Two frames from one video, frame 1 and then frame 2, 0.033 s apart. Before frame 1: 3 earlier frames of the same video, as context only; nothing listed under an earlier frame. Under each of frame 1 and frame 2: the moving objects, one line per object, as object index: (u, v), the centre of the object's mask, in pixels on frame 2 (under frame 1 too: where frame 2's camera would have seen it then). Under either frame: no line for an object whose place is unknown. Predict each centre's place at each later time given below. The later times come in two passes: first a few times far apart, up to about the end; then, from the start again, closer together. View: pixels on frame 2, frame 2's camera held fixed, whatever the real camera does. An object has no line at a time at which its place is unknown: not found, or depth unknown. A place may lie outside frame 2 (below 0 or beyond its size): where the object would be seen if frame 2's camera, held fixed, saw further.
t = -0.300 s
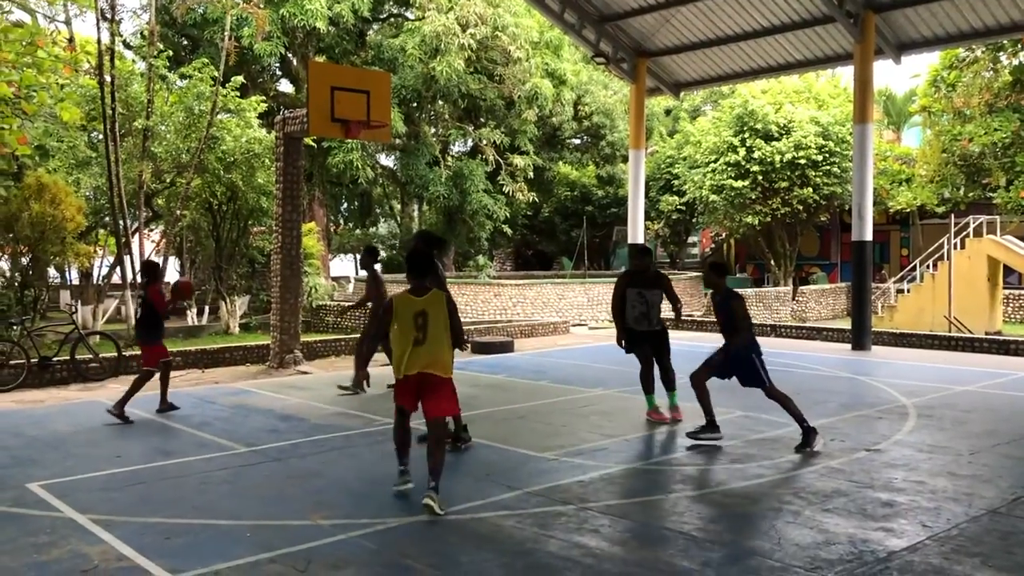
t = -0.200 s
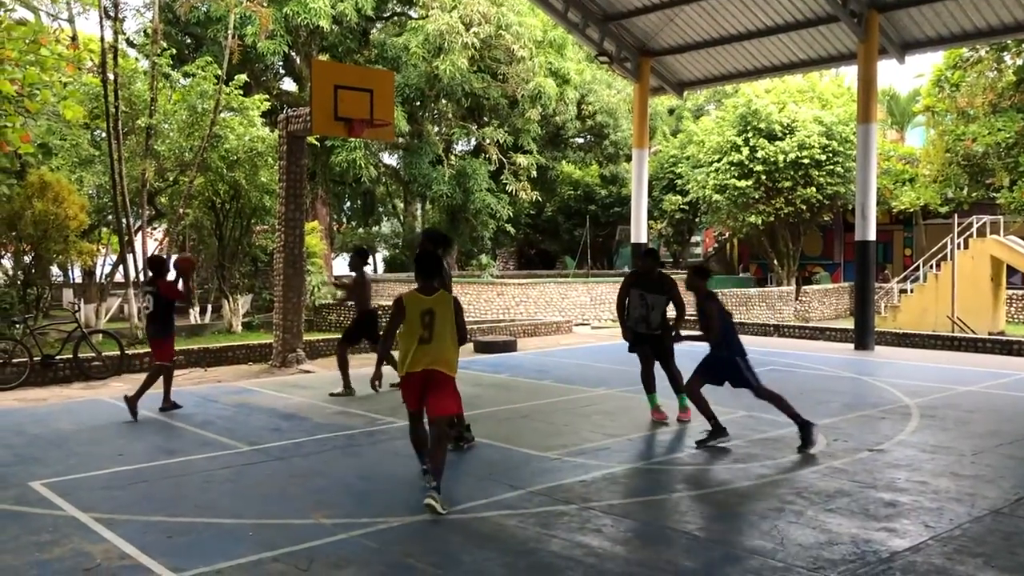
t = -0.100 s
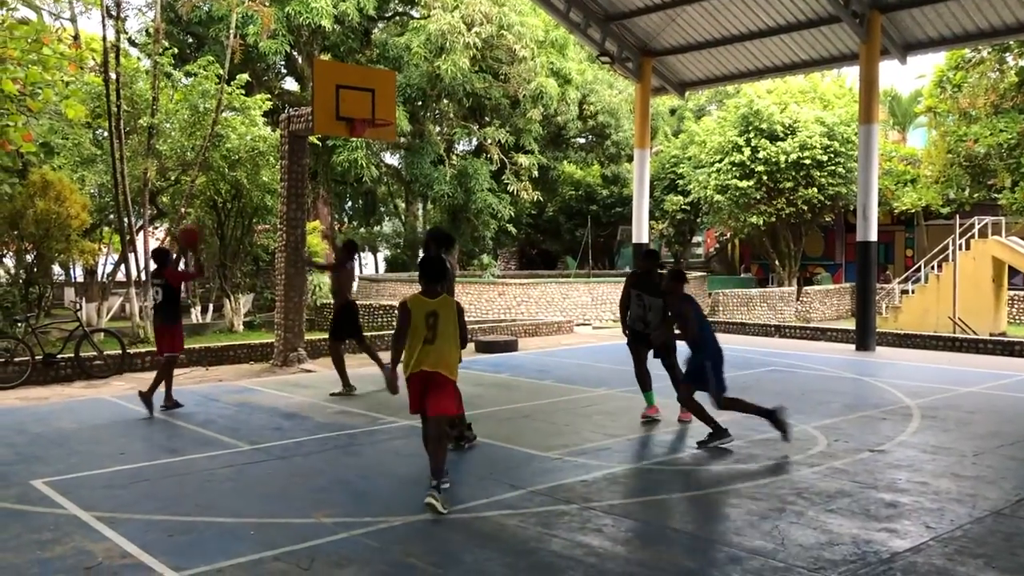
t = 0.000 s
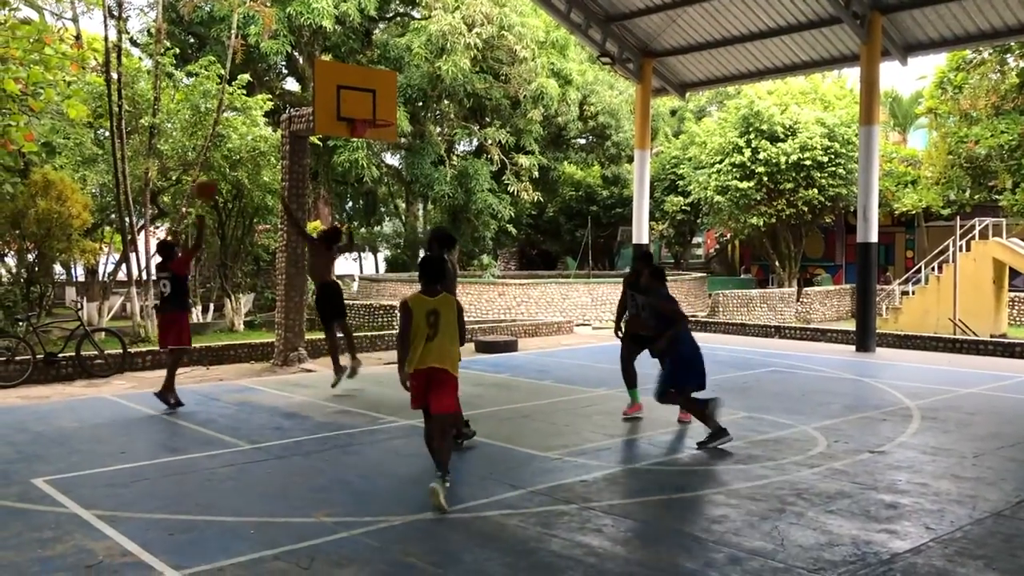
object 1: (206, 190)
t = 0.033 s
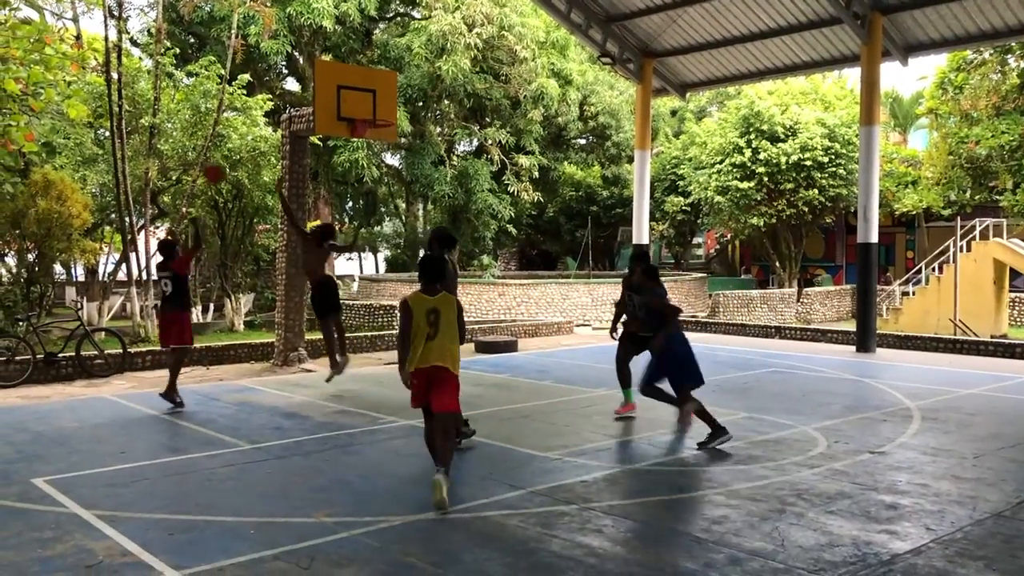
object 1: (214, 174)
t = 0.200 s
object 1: (248, 110)
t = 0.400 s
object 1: (288, 71)
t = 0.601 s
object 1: (322, 68)
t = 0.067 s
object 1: (220, 158)
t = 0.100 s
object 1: (227, 144)
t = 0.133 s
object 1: (234, 131)
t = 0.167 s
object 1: (242, 120)
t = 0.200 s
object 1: (248, 110)
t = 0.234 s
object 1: (255, 100)
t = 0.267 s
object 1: (261, 92)
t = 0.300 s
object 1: (269, 86)
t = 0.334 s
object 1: (275, 80)
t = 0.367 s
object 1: (281, 75)
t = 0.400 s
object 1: (288, 71)
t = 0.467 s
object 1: (298, 67)
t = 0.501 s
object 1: (306, 66)
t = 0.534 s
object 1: (311, 66)
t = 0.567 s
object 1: (316, 66)
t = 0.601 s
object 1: (322, 68)
